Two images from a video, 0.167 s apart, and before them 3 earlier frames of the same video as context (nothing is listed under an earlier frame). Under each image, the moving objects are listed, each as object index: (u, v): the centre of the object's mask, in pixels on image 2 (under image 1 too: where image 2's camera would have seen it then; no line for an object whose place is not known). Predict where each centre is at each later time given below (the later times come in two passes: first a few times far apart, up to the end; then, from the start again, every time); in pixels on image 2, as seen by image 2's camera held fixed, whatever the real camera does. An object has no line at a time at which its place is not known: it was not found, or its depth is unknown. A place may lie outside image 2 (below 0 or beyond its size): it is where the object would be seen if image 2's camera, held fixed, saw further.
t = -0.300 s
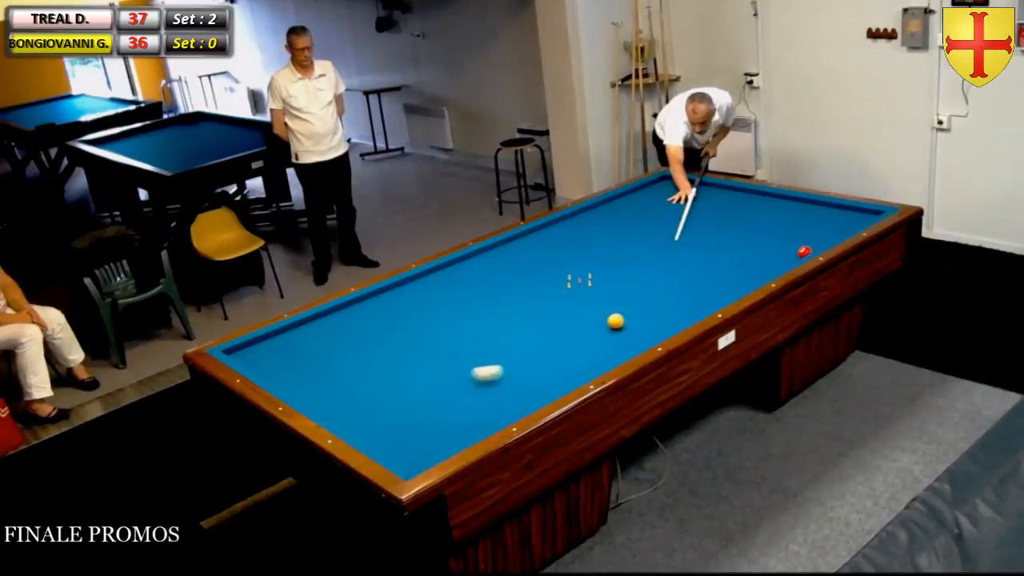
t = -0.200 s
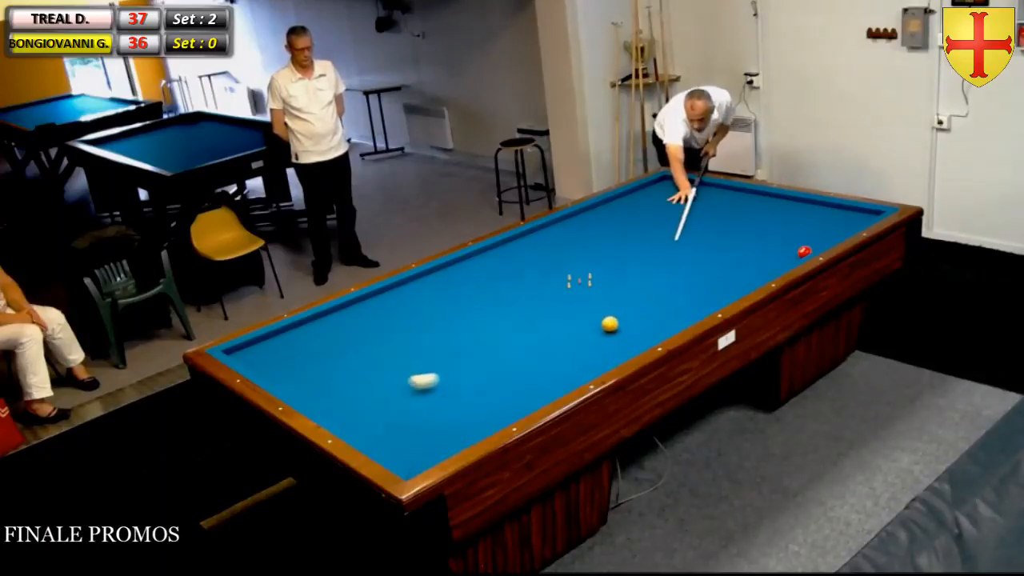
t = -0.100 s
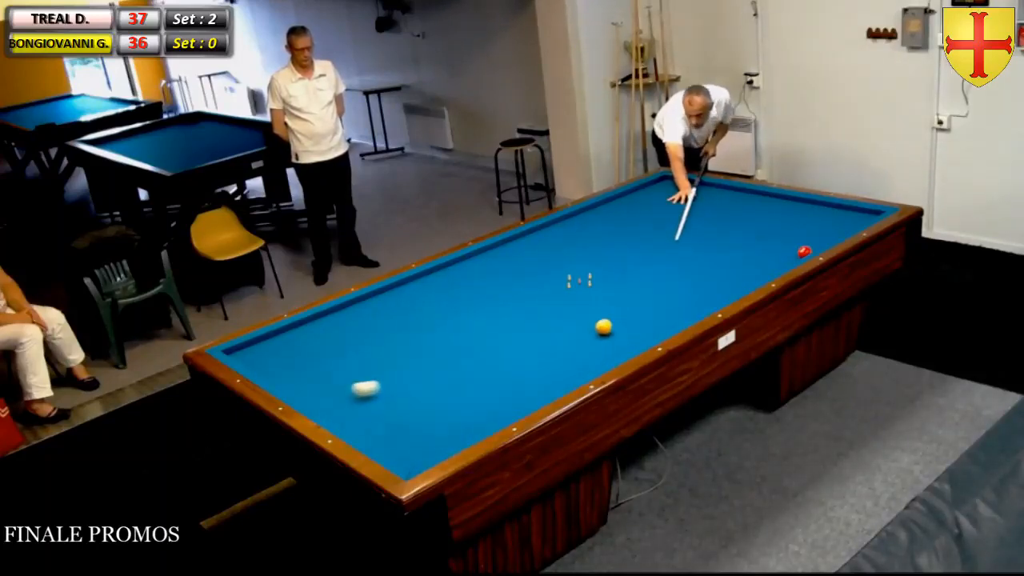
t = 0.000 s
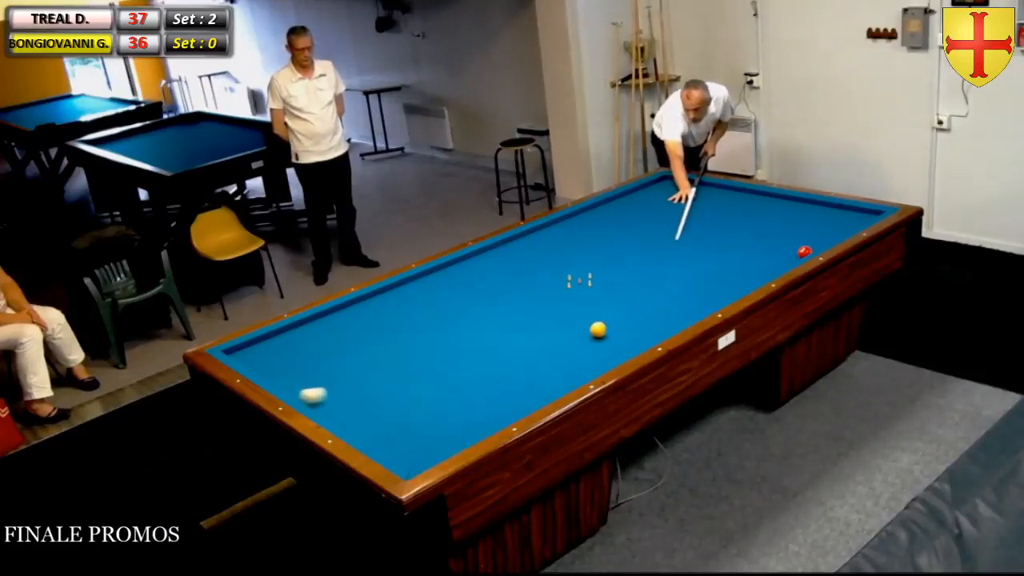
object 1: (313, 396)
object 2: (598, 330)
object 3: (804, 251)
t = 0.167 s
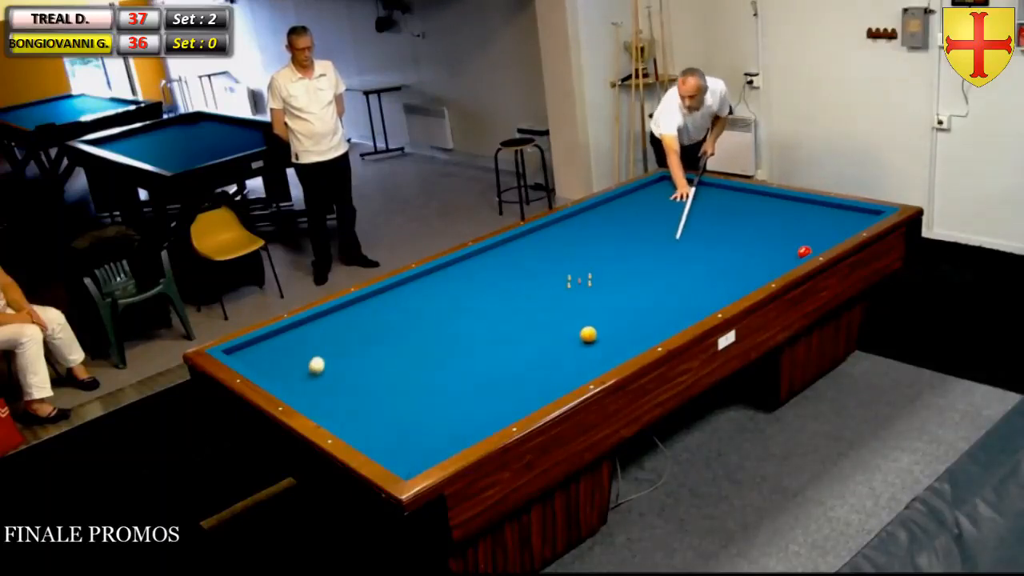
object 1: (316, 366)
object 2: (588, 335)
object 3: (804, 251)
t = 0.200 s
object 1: (318, 360)
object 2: (586, 336)
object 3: (804, 251)
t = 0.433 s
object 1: (325, 324)
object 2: (572, 342)
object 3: (804, 251)
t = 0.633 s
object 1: (357, 309)
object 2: (561, 348)
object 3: (804, 251)
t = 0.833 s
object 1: (410, 302)
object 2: (550, 353)
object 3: (804, 251)
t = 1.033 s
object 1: (461, 295)
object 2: (539, 358)
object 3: (804, 251)
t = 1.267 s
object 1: (521, 287)
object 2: (527, 364)
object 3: (804, 251)
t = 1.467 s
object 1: (571, 281)
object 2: (516, 368)
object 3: (804, 251)
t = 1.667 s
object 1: (620, 274)
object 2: (506, 373)
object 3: (804, 251)
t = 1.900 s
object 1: (676, 266)
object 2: (495, 378)
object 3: (804, 251)
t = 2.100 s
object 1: (723, 260)
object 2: (486, 383)
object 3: (804, 251)
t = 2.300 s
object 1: (770, 253)
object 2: (477, 387)
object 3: (804, 251)
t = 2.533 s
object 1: (815, 243)
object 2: (467, 392)
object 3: (799, 251)
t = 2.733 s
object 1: (835, 233)
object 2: (459, 396)
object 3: (790, 250)
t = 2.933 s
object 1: (847, 223)
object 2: (451, 400)
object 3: (782, 249)
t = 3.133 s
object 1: (857, 214)
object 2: (443, 403)
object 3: (773, 247)
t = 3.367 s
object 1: (855, 214)
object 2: (435, 407)
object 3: (764, 245)
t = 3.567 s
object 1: (846, 218)
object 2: (428, 410)
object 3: (757, 244)
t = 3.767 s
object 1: (837, 223)
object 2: (422, 414)
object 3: (750, 242)
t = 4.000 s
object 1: (827, 229)
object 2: (415, 417)
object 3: (743, 241)
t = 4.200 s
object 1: (818, 233)
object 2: (409, 419)
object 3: (737, 240)
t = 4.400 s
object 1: (810, 238)
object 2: (405, 421)
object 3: (731, 239)
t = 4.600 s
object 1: (801, 242)
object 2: (400, 423)
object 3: (725, 238)
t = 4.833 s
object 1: (791, 248)
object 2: (396, 425)
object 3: (719, 237)
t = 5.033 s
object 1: (781, 252)
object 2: (392, 427)
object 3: (714, 236)
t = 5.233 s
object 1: (773, 257)
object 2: (389, 428)
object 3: (710, 235)
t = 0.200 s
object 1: (318, 360)
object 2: (586, 336)
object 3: (804, 251)
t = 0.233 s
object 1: (320, 354)
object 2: (584, 337)
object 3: (804, 251)
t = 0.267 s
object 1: (321, 349)
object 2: (582, 338)
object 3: (804, 251)
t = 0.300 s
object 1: (322, 344)
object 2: (580, 338)
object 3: (804, 251)
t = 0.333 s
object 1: (323, 339)
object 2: (578, 339)
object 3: (804, 251)
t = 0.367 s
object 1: (324, 334)
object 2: (576, 340)
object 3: (804, 251)
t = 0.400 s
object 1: (324, 329)
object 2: (574, 341)
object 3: (804, 251)
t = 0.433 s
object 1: (325, 324)
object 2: (572, 342)
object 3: (804, 251)
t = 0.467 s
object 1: (326, 320)
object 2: (570, 343)
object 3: (804, 251)
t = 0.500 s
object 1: (327, 316)
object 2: (568, 344)
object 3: (804, 251)
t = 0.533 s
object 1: (329, 311)
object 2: (567, 345)
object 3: (804, 251)
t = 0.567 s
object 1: (338, 310)
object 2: (565, 345)
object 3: (804, 251)
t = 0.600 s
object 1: (348, 310)
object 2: (563, 347)
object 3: (804, 251)
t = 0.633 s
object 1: (357, 309)
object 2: (561, 348)
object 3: (804, 251)
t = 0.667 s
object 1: (366, 308)
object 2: (559, 348)
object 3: (804, 251)
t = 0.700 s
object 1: (375, 307)
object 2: (557, 349)
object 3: (804, 251)
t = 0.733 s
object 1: (384, 306)
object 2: (555, 350)
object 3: (804, 251)
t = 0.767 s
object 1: (393, 305)
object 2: (554, 351)
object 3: (804, 251)
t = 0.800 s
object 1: (402, 303)
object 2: (552, 352)
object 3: (804, 251)
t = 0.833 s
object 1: (410, 302)
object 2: (550, 353)
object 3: (804, 251)
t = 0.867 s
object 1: (419, 301)
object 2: (548, 353)
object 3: (804, 251)
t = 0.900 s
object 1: (428, 300)
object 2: (546, 354)
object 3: (804, 251)
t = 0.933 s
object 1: (436, 299)
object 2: (544, 355)
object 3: (804, 251)
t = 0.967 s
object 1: (445, 298)
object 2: (543, 356)
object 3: (804, 251)
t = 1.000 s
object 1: (453, 297)
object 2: (541, 357)
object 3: (804, 251)
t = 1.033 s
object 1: (461, 295)
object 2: (539, 358)
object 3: (804, 251)
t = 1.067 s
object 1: (470, 295)
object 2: (537, 358)
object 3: (804, 251)
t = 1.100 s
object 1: (479, 293)
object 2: (535, 359)
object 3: (804, 251)
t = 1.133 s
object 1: (487, 292)
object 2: (534, 360)
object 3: (804, 251)
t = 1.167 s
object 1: (496, 291)
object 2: (532, 361)
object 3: (804, 251)
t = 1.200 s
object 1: (504, 289)
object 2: (530, 362)
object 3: (804, 251)
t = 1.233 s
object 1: (512, 288)
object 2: (528, 363)
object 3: (804, 251)
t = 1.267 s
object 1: (521, 287)
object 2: (527, 364)
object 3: (804, 251)
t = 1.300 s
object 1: (529, 286)
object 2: (525, 364)
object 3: (804, 251)
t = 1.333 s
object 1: (538, 285)
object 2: (523, 365)
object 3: (804, 251)
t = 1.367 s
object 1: (546, 284)
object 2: (522, 366)
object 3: (804, 251)
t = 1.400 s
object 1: (554, 283)
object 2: (520, 367)
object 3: (804, 251)
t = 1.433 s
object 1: (563, 282)
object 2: (518, 368)
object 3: (804, 251)
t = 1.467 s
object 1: (571, 281)
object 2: (516, 368)
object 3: (804, 251)
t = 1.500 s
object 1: (579, 279)
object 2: (515, 369)
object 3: (804, 251)
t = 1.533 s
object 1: (588, 279)
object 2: (513, 370)
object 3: (804, 251)
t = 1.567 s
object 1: (596, 277)
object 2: (511, 371)
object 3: (804, 251)
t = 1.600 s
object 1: (604, 276)
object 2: (510, 372)
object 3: (804, 251)
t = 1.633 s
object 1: (612, 275)
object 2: (508, 372)
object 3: (804, 251)
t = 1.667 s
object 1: (620, 274)
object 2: (506, 373)
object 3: (804, 251)
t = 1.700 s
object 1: (628, 273)
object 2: (505, 374)
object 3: (804, 251)
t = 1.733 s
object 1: (636, 272)
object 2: (503, 375)
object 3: (804, 251)
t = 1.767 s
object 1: (644, 271)
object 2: (501, 375)
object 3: (804, 251)
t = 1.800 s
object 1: (652, 269)
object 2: (500, 376)
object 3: (804, 251)
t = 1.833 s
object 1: (660, 268)
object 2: (498, 377)
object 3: (804, 251)
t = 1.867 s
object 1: (668, 267)
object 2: (497, 377)
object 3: (804, 251)
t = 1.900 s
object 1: (676, 266)
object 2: (495, 378)
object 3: (804, 251)
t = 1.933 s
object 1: (684, 265)
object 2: (493, 379)
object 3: (804, 251)
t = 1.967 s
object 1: (692, 264)
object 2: (492, 380)
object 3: (804, 251)
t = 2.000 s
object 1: (700, 263)
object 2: (490, 381)
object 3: (804, 251)
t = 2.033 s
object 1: (708, 262)
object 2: (489, 381)
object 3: (804, 251)
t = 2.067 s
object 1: (716, 261)
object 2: (487, 382)
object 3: (804, 251)
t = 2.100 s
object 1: (723, 260)
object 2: (486, 383)
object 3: (804, 251)
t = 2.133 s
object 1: (731, 259)
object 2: (484, 384)
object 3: (804, 251)
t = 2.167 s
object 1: (739, 258)
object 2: (483, 384)
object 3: (804, 251)
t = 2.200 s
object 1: (747, 257)
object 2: (481, 385)
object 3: (804, 251)
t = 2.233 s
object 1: (754, 255)
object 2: (480, 386)
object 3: (804, 251)
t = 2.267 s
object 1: (762, 254)
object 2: (478, 386)
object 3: (804, 251)
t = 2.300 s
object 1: (770, 253)
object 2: (477, 387)
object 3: (804, 251)
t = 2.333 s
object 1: (777, 252)
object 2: (475, 388)
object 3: (804, 251)
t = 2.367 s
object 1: (784, 251)
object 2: (474, 388)
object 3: (804, 251)
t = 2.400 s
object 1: (791, 249)
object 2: (472, 389)
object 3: (804, 251)
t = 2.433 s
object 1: (797, 247)
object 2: (471, 390)
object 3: (804, 252)
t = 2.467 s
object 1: (804, 245)
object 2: (469, 391)
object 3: (802, 252)
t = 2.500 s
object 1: (810, 244)
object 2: (468, 391)
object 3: (800, 252)
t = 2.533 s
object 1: (815, 243)
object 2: (467, 392)
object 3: (799, 251)
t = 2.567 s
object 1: (820, 241)
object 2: (465, 393)
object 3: (798, 251)
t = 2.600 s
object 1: (826, 239)
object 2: (464, 393)
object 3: (796, 251)
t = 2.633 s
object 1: (830, 238)
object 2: (463, 394)
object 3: (795, 251)
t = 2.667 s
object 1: (832, 236)
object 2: (461, 395)
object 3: (793, 251)
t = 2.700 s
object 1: (833, 234)
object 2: (460, 396)
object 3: (792, 250)
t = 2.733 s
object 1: (835, 233)
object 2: (459, 396)
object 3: (790, 250)
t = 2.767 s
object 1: (837, 231)
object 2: (457, 397)
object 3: (789, 250)
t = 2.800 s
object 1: (839, 230)
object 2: (456, 397)
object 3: (787, 249)
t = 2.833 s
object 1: (841, 228)
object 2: (454, 398)
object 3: (786, 249)
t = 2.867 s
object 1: (843, 226)
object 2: (453, 399)
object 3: (784, 249)
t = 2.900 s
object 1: (845, 225)
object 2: (452, 399)
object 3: (783, 249)
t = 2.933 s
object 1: (847, 223)
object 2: (451, 400)
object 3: (782, 249)
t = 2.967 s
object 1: (848, 222)
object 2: (449, 401)
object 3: (780, 248)
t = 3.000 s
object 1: (850, 220)
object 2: (448, 401)
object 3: (779, 248)
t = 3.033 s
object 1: (852, 218)
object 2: (447, 402)
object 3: (777, 248)
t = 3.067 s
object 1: (854, 217)
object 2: (446, 402)
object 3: (776, 247)
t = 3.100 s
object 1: (856, 215)
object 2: (444, 403)
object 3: (775, 247)
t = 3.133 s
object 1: (857, 214)
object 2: (443, 403)
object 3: (773, 247)
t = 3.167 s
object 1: (859, 212)
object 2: (442, 404)
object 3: (772, 247)
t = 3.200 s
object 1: (861, 211)
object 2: (441, 405)
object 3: (771, 246)
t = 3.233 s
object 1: (861, 210)
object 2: (439, 405)
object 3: (770, 246)
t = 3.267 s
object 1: (860, 211)
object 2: (438, 406)
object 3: (768, 246)
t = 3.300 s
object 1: (858, 212)
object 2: (437, 406)
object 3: (767, 245)
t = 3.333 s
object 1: (856, 213)
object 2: (436, 407)
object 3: (766, 245)
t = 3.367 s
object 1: (855, 214)
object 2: (435, 407)
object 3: (764, 245)
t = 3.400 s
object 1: (853, 215)
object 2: (434, 408)
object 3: (763, 245)
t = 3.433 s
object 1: (852, 215)
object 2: (432, 408)
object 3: (762, 244)
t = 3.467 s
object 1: (850, 216)
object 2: (431, 409)
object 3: (761, 244)
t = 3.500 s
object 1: (849, 217)
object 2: (430, 409)
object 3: (760, 244)
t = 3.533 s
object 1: (848, 218)
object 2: (429, 410)
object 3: (758, 244)
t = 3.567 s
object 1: (846, 218)
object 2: (428, 410)
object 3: (757, 244)
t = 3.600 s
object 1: (845, 219)
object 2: (427, 411)
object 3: (756, 243)
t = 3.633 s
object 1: (843, 220)
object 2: (426, 411)
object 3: (755, 243)
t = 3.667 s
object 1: (842, 221)
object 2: (425, 412)
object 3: (754, 243)
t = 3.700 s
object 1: (840, 222)
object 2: (424, 413)
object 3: (752, 243)
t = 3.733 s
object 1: (839, 222)
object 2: (423, 413)
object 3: (751, 243)
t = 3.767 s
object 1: (837, 223)
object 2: (422, 414)
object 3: (750, 242)
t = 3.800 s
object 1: (836, 224)
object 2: (421, 414)
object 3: (749, 242)
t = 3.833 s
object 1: (834, 225)
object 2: (420, 414)
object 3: (748, 242)
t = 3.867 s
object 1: (833, 225)
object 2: (419, 415)
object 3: (747, 242)
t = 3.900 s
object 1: (831, 226)
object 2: (418, 415)
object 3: (746, 241)
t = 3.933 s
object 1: (830, 227)
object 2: (417, 416)
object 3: (745, 241)
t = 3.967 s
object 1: (829, 228)
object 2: (416, 416)
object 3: (744, 241)
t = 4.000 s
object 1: (827, 229)
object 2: (415, 417)
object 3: (743, 241)
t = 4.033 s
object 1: (826, 229)
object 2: (414, 417)
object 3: (741, 241)
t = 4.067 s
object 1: (824, 230)
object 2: (413, 417)
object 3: (741, 240)
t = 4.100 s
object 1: (823, 231)
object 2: (412, 418)
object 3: (739, 240)
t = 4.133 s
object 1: (821, 232)
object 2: (411, 418)
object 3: (738, 240)
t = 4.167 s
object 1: (820, 233)
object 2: (410, 418)
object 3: (737, 240)
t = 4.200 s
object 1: (818, 233)
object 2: (409, 419)
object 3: (737, 240)
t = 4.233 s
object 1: (817, 234)
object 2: (409, 419)
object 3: (735, 240)
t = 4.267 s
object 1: (816, 235)
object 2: (408, 420)
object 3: (735, 240)
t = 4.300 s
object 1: (814, 236)
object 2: (407, 420)
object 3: (734, 239)
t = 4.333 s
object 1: (812, 237)
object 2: (406, 420)
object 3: (733, 239)
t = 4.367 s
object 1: (811, 237)
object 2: (405, 421)
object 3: (732, 239)
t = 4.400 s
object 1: (810, 238)
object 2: (405, 421)
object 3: (731, 239)
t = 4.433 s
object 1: (808, 239)
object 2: (403, 421)
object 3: (730, 239)
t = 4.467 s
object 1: (807, 240)
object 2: (403, 422)
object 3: (729, 238)
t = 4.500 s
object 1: (805, 240)
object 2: (402, 422)
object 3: (728, 238)
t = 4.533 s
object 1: (804, 241)
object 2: (402, 422)
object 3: (727, 238)
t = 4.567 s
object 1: (802, 242)
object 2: (401, 423)
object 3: (726, 238)
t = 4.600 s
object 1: (801, 242)
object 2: (400, 423)
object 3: (725, 238)
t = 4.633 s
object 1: (799, 243)
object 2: (399, 423)
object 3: (724, 237)
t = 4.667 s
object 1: (798, 244)
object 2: (399, 424)
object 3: (723, 238)
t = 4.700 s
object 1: (796, 245)
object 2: (398, 424)
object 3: (723, 237)
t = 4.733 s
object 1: (795, 245)
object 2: (398, 424)
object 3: (722, 237)
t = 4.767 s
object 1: (794, 246)
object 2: (397, 425)
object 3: (721, 237)
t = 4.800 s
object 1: (792, 247)
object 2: (396, 425)
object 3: (720, 237)
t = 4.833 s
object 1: (791, 248)
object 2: (396, 425)
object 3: (719, 237)
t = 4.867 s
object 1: (789, 249)
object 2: (395, 425)
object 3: (719, 237)
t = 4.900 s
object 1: (788, 249)
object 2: (394, 426)
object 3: (717, 236)
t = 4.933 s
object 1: (786, 250)
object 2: (394, 426)
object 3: (716, 236)
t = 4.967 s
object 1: (785, 251)
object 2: (393, 426)
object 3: (716, 236)
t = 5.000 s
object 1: (783, 252)
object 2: (393, 426)
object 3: (715, 236)
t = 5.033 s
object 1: (781, 252)
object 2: (392, 427)
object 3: (714, 236)
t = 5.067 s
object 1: (780, 253)
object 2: (392, 427)
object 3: (714, 236)
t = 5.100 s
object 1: (779, 254)
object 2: (391, 427)
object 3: (713, 236)
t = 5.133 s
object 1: (777, 254)
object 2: (391, 427)
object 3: (712, 236)
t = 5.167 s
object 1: (776, 255)
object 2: (390, 428)
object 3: (711, 236)
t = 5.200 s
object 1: (774, 256)
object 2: (390, 428)
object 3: (710, 236)
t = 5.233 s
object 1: (773, 257)
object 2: (389, 428)
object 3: (710, 235)
